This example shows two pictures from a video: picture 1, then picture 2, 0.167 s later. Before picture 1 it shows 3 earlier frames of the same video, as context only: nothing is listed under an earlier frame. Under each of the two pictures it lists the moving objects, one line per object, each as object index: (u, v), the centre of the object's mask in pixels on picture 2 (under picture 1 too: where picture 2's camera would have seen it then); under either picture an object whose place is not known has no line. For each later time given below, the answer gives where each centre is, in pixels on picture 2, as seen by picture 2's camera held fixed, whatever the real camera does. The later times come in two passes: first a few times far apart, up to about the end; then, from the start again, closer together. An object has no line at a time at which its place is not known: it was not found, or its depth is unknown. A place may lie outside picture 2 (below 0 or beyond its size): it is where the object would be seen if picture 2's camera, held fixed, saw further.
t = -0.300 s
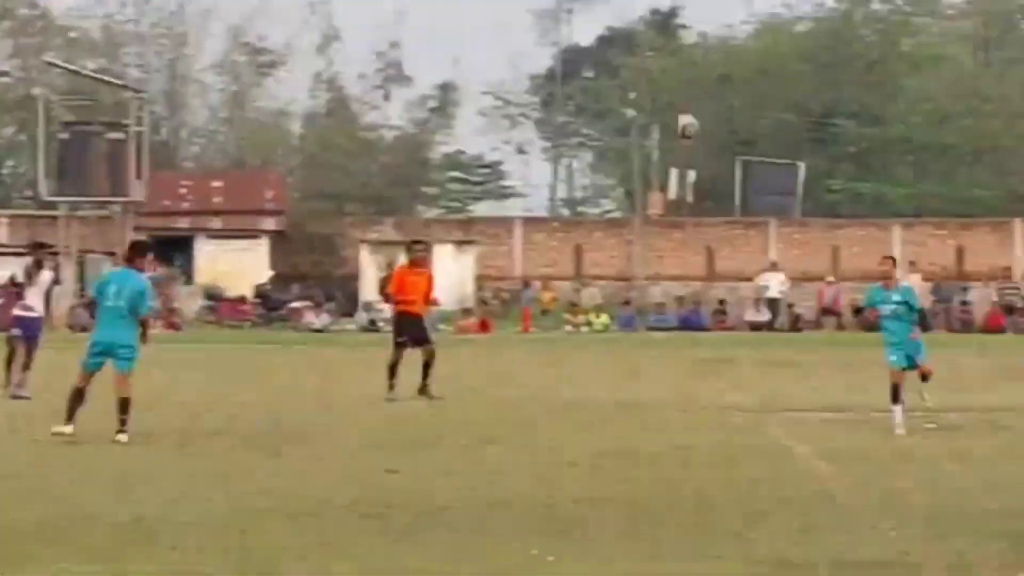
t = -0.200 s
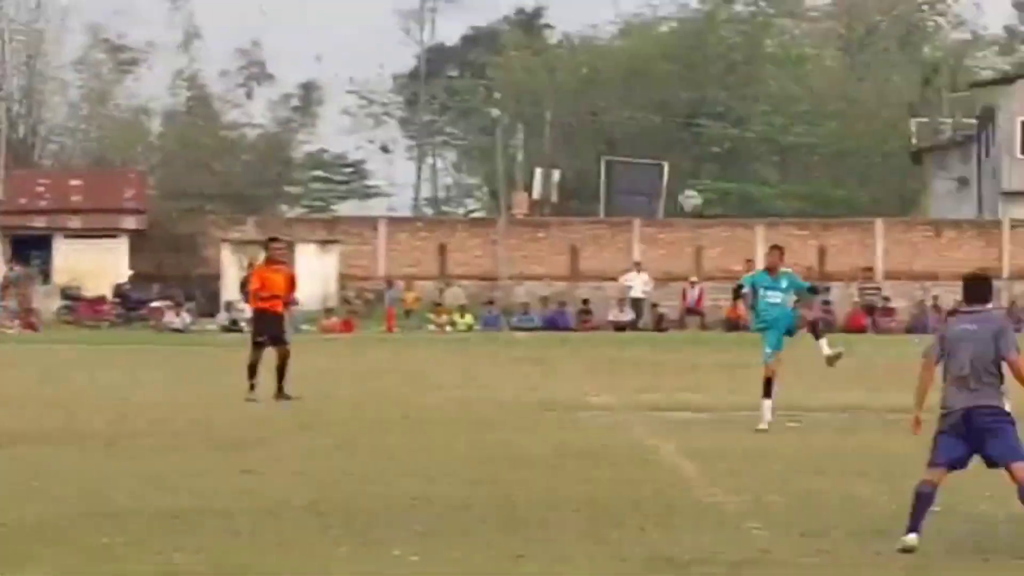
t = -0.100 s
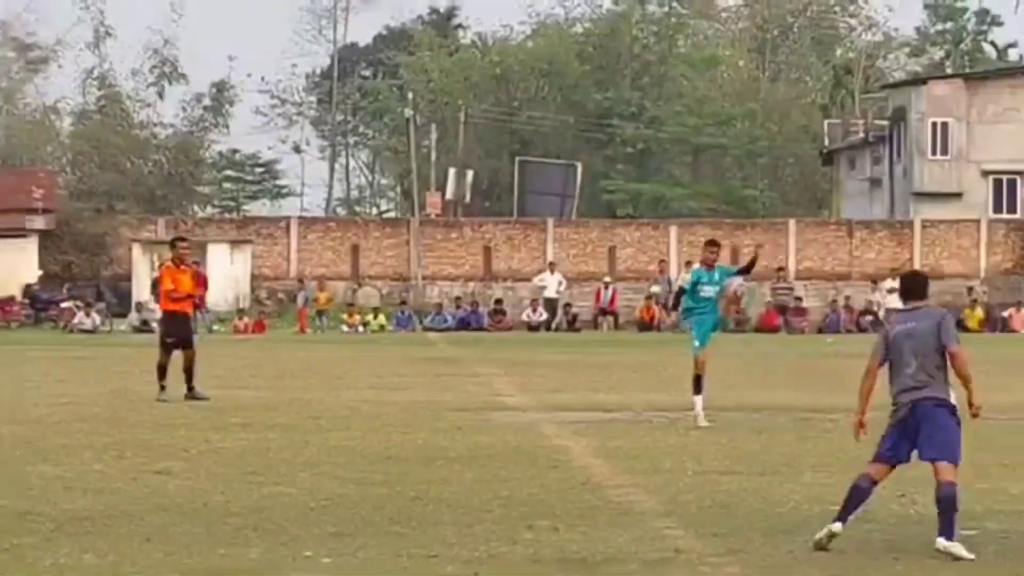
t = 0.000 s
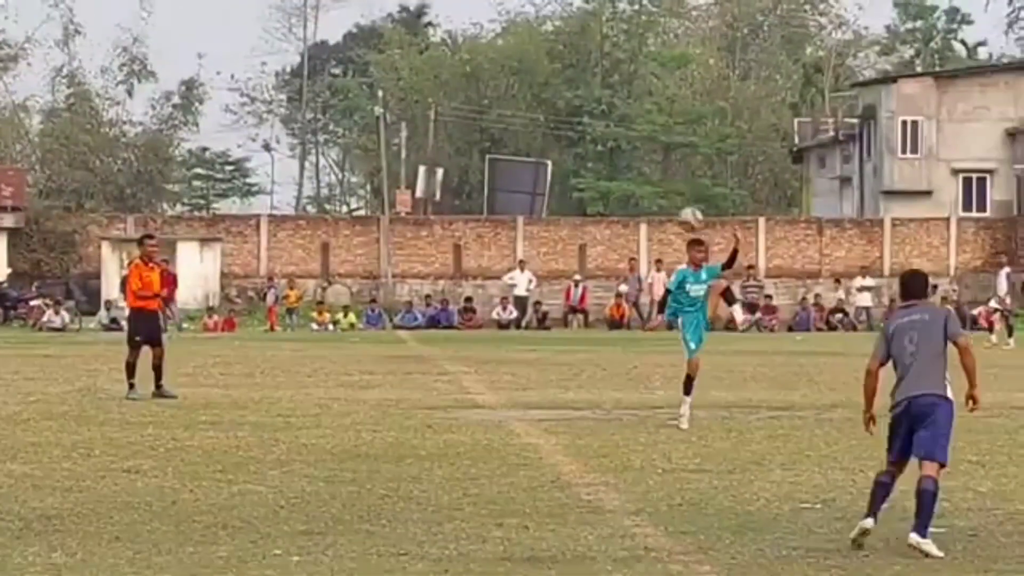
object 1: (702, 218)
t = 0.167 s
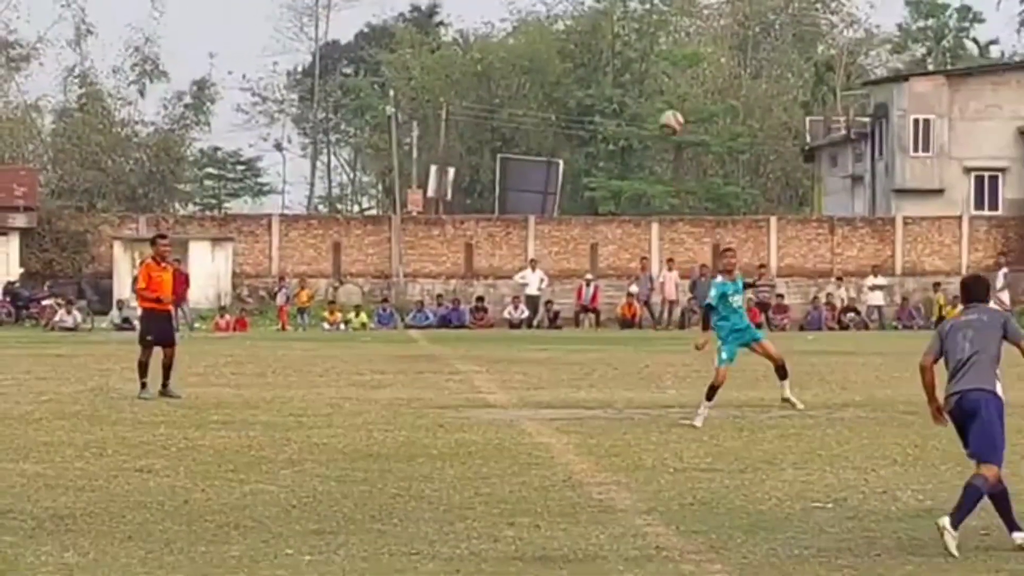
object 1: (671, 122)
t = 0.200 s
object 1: (665, 107)
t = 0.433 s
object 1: (621, 31)
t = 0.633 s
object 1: (584, 16)
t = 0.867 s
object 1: (535, 61)
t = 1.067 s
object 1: (494, 160)
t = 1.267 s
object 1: (455, 317)
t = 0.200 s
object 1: (665, 107)
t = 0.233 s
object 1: (658, 92)
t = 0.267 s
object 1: (653, 80)
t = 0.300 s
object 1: (646, 66)
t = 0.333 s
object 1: (640, 56)
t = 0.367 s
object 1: (634, 46)
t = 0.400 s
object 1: (629, 40)
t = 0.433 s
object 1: (621, 31)
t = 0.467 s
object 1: (615, 24)
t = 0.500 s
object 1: (605, 19)
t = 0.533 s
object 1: (602, 17)
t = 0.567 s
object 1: (595, 15)
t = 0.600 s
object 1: (588, 16)
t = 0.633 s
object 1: (584, 16)
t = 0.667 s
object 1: (577, 18)
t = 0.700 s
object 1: (570, 20)
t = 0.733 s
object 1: (565, 28)
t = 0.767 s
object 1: (556, 32)
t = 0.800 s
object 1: (549, 44)
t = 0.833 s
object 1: (542, 50)
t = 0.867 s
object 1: (535, 61)
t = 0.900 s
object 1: (529, 73)
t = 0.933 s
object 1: (524, 89)
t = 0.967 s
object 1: (519, 103)
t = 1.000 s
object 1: (509, 121)
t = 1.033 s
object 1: (502, 139)
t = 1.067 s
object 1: (494, 160)
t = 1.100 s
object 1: (490, 181)
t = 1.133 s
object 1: (481, 204)
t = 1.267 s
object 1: (455, 317)
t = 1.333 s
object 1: (442, 385)
